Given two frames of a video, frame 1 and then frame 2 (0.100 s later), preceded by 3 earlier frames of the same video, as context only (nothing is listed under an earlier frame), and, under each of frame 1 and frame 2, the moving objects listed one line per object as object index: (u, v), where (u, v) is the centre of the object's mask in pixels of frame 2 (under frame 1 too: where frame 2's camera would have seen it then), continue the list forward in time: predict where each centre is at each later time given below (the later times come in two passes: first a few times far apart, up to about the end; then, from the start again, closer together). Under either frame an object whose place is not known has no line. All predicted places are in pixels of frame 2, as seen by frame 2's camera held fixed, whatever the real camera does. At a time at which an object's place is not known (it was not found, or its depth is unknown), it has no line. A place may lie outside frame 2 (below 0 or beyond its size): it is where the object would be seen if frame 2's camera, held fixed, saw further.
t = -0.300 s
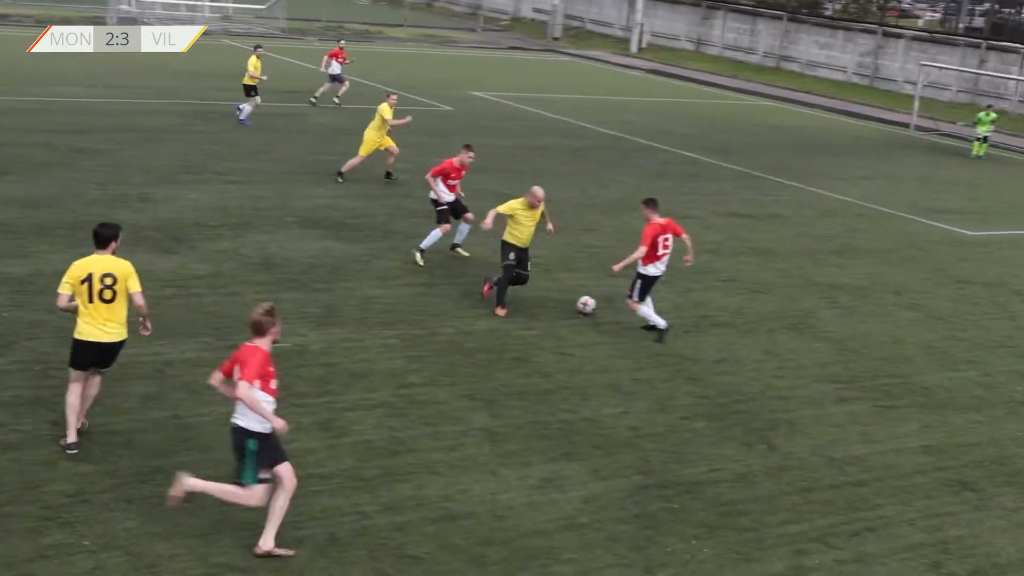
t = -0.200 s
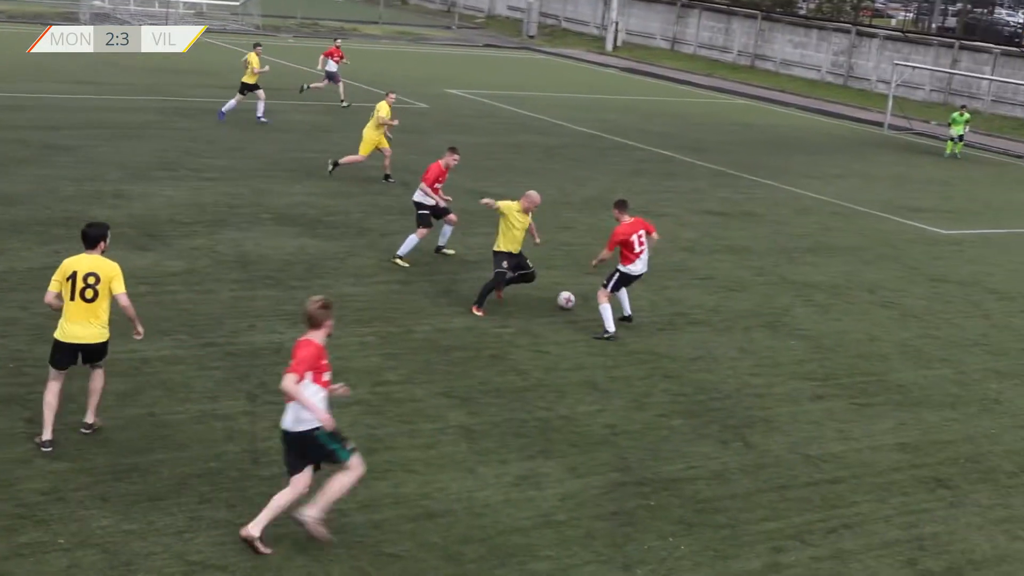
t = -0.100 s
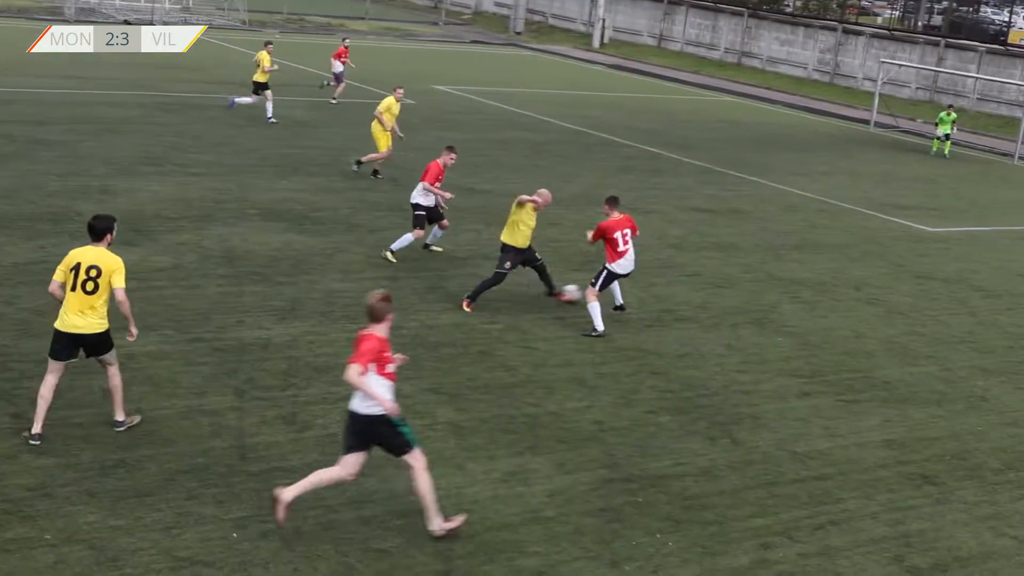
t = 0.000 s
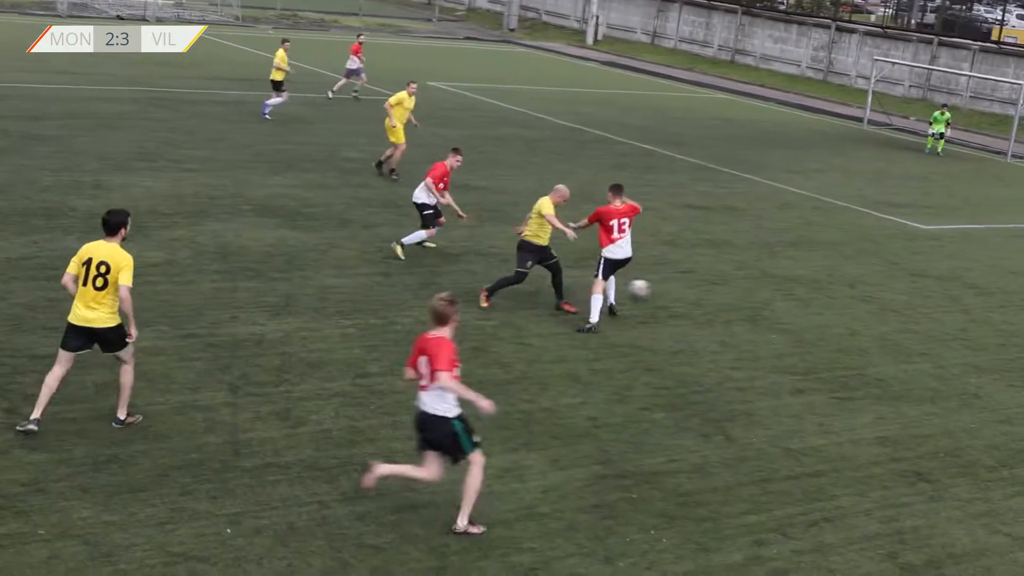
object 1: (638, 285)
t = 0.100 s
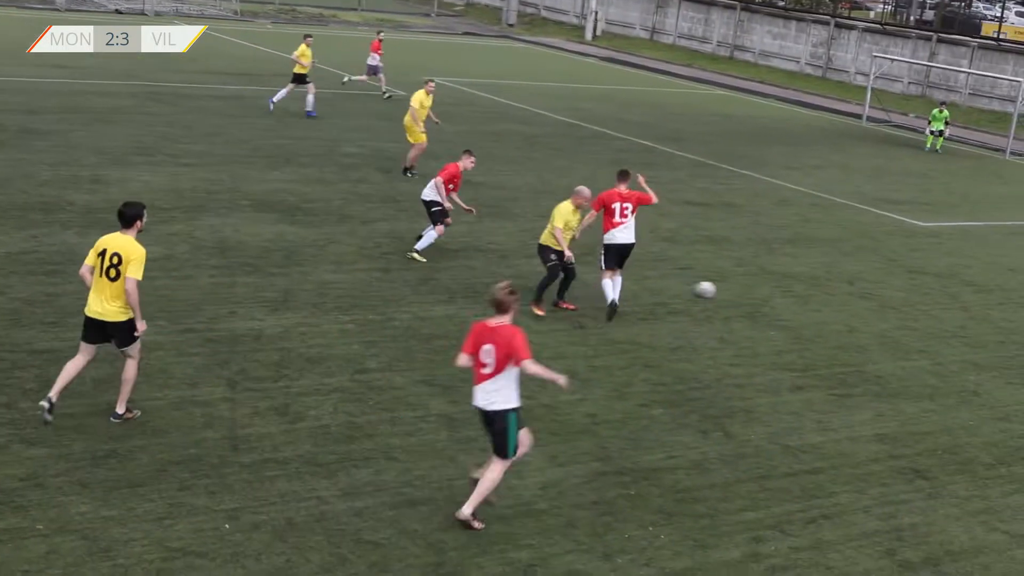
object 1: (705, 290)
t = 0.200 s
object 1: (759, 282)
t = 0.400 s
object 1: (850, 285)
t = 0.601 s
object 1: (915, 280)
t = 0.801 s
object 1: (962, 278)
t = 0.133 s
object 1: (723, 287)
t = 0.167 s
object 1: (741, 284)
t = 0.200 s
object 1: (759, 282)
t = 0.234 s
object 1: (775, 279)
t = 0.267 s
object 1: (790, 279)
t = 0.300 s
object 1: (806, 280)
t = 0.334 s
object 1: (821, 281)
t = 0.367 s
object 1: (836, 282)
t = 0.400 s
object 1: (850, 285)
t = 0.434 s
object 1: (864, 288)
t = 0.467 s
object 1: (875, 286)
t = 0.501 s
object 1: (885, 283)
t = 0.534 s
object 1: (895, 282)
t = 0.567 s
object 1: (905, 280)
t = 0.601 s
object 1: (915, 280)
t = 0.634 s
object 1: (924, 281)
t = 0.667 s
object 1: (933, 282)
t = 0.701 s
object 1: (942, 285)
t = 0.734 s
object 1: (949, 283)
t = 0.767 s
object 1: (956, 279)
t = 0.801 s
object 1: (962, 278)
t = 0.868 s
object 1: (973, 278)
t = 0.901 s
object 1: (979, 278)
